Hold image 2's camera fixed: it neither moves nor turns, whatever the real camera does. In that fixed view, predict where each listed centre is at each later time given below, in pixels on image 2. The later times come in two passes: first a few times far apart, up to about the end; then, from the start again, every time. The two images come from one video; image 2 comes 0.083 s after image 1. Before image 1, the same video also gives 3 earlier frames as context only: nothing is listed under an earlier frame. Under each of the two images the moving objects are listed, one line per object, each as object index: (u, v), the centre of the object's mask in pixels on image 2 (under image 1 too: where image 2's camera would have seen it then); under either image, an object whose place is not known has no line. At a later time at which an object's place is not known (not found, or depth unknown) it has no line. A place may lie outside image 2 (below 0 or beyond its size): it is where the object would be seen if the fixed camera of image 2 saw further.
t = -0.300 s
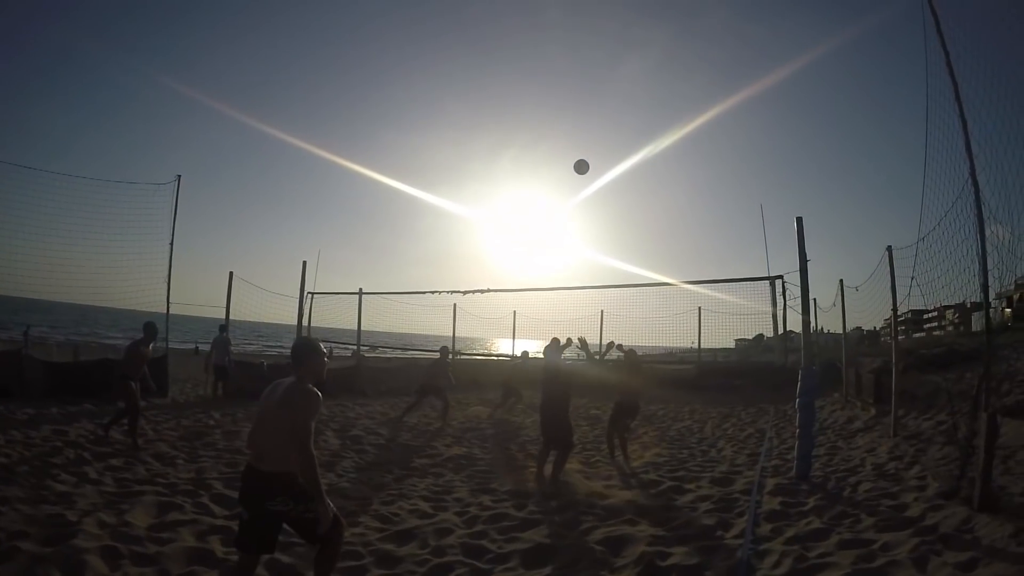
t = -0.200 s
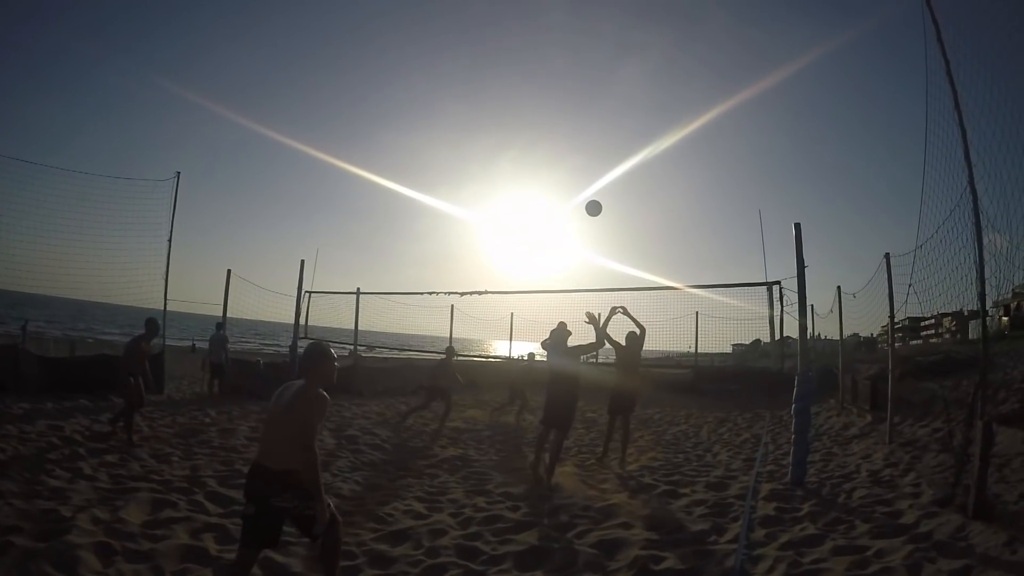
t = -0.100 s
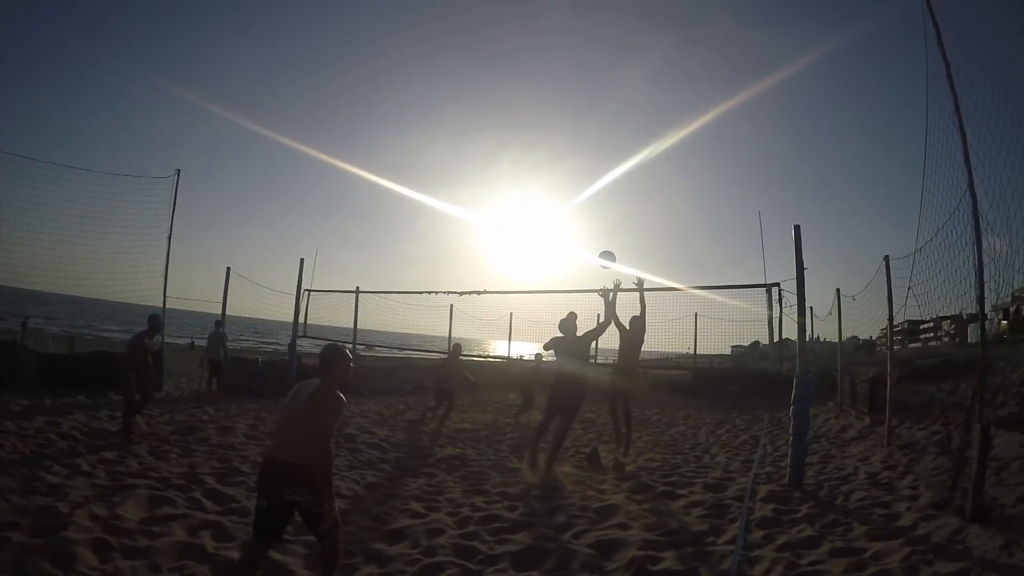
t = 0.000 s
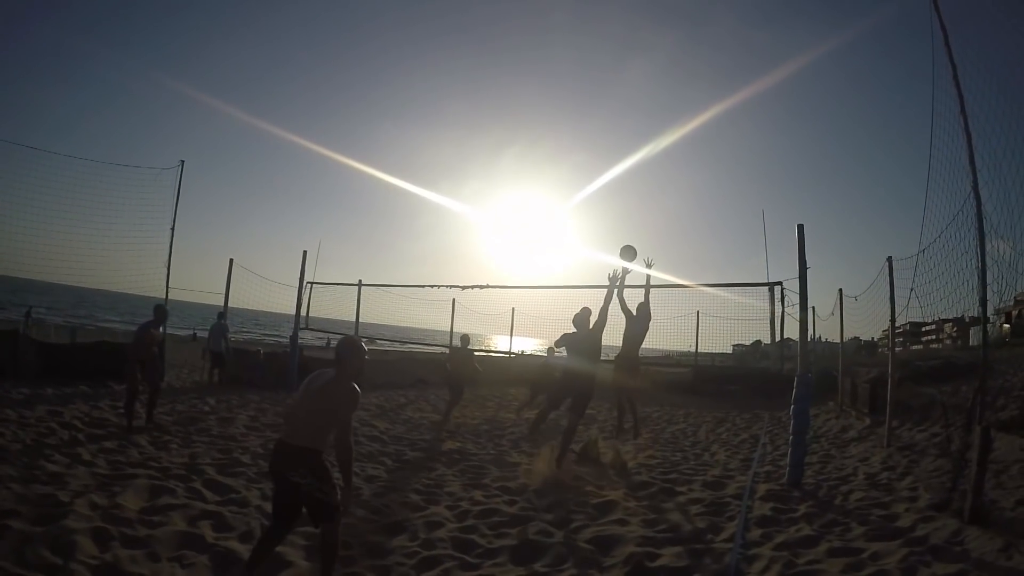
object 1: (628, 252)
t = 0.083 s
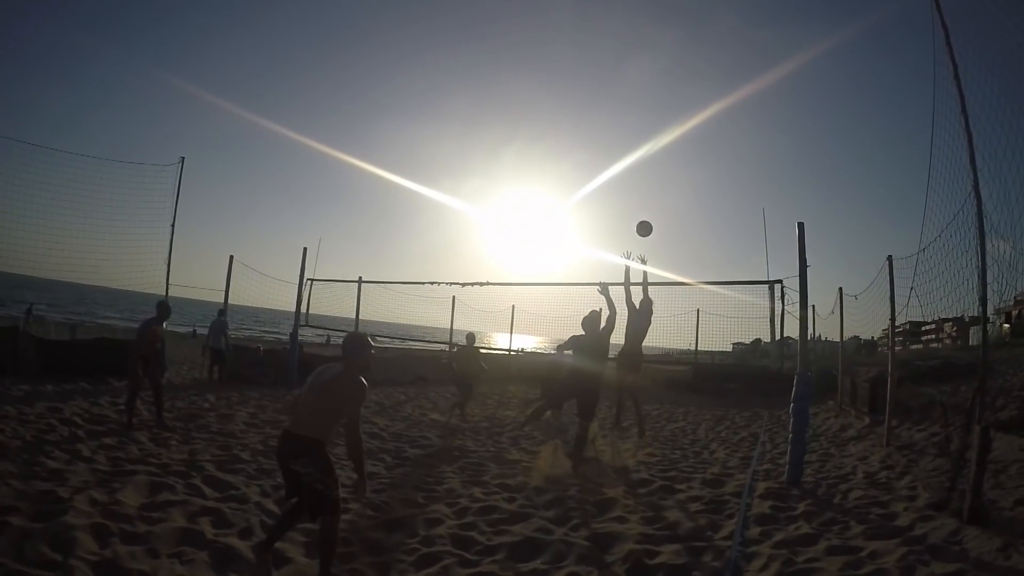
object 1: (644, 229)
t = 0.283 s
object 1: (674, 204)
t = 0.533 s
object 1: (697, 211)
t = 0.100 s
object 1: (647, 225)
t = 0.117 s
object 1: (649, 222)
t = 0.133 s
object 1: (652, 219)
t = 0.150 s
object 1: (655, 216)
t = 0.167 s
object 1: (657, 214)
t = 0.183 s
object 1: (660, 212)
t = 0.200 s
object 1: (662, 210)
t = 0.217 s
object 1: (665, 208)
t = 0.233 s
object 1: (667, 207)
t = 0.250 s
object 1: (669, 206)
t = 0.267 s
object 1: (671, 205)
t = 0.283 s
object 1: (674, 204)
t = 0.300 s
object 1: (676, 203)
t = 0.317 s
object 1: (678, 203)
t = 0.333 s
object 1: (680, 203)
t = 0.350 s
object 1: (682, 203)
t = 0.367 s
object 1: (683, 203)
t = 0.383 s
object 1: (685, 203)
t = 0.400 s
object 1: (686, 203)
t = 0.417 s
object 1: (688, 204)
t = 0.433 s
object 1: (689, 205)
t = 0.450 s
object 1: (690, 205)
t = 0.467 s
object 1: (692, 206)
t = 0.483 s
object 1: (693, 207)
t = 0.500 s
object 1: (694, 208)
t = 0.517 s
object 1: (695, 210)
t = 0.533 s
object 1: (697, 211)
